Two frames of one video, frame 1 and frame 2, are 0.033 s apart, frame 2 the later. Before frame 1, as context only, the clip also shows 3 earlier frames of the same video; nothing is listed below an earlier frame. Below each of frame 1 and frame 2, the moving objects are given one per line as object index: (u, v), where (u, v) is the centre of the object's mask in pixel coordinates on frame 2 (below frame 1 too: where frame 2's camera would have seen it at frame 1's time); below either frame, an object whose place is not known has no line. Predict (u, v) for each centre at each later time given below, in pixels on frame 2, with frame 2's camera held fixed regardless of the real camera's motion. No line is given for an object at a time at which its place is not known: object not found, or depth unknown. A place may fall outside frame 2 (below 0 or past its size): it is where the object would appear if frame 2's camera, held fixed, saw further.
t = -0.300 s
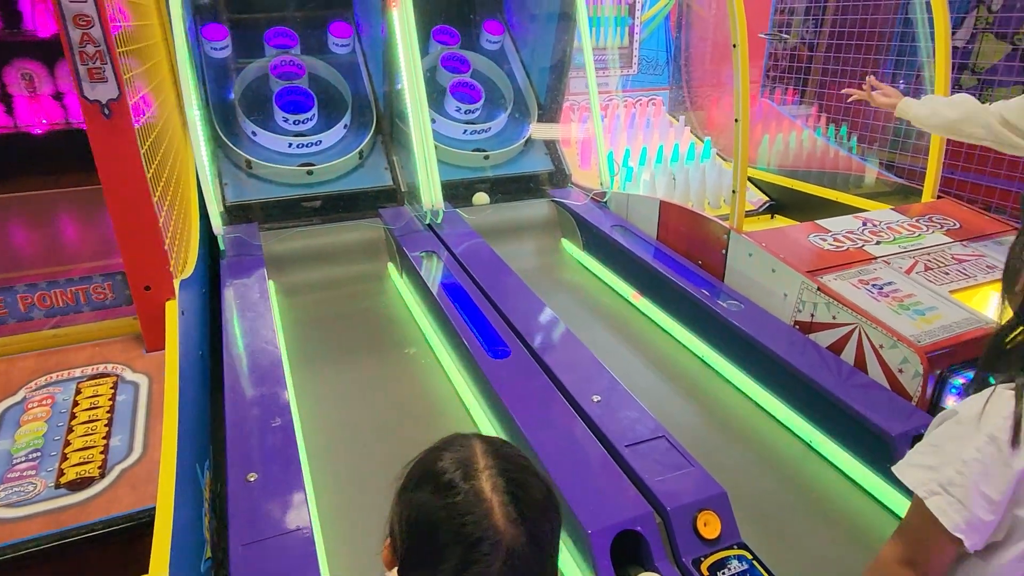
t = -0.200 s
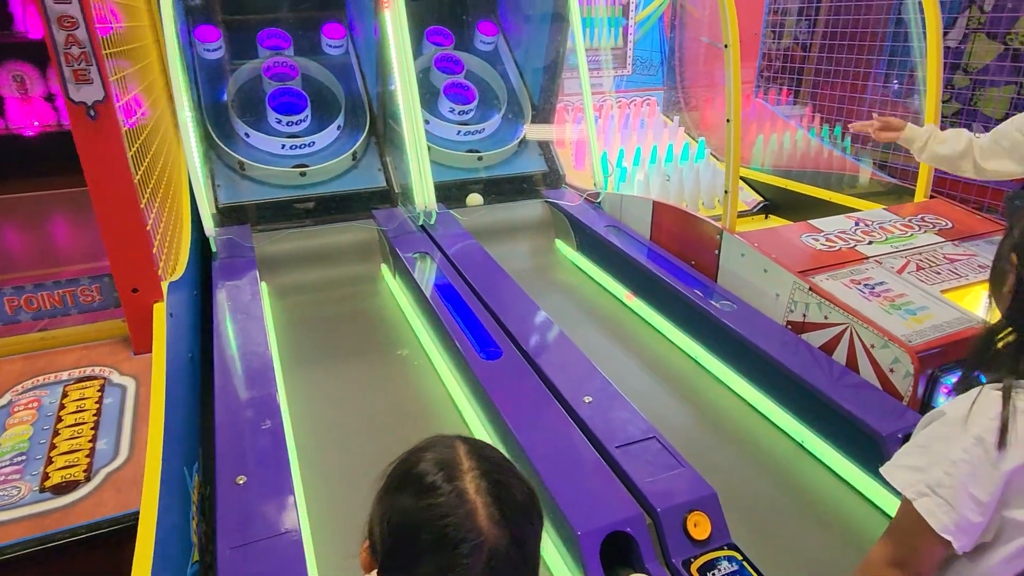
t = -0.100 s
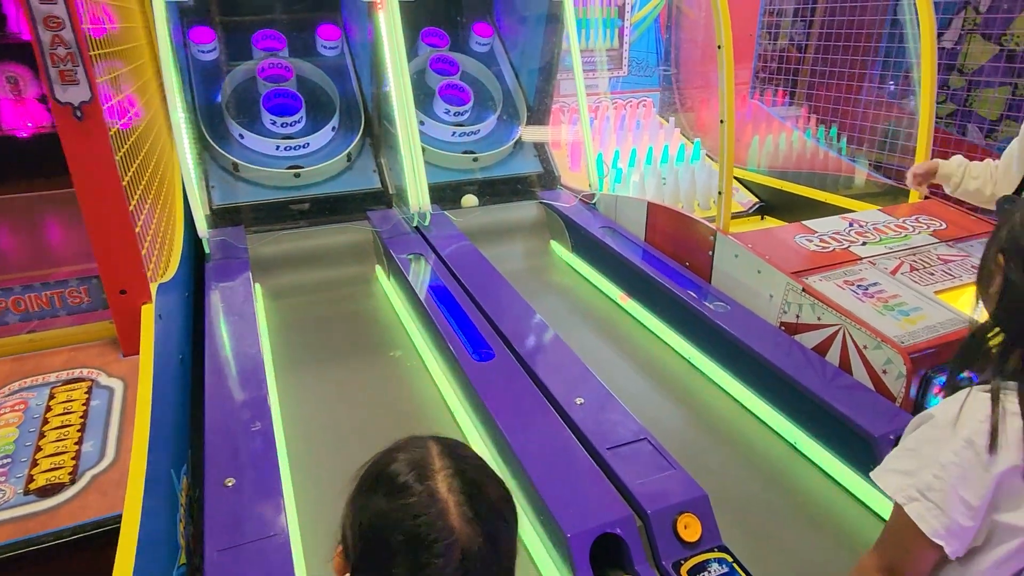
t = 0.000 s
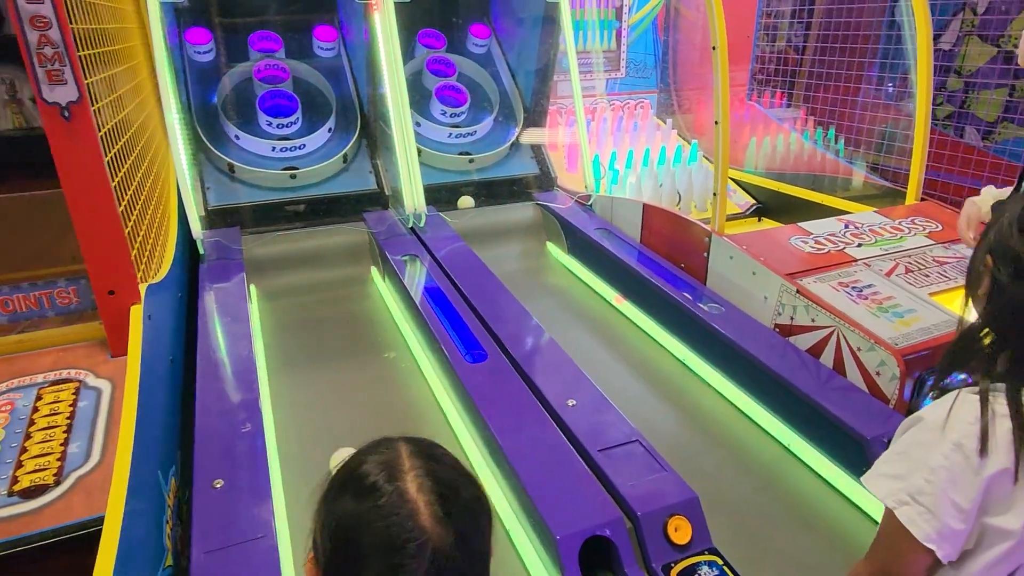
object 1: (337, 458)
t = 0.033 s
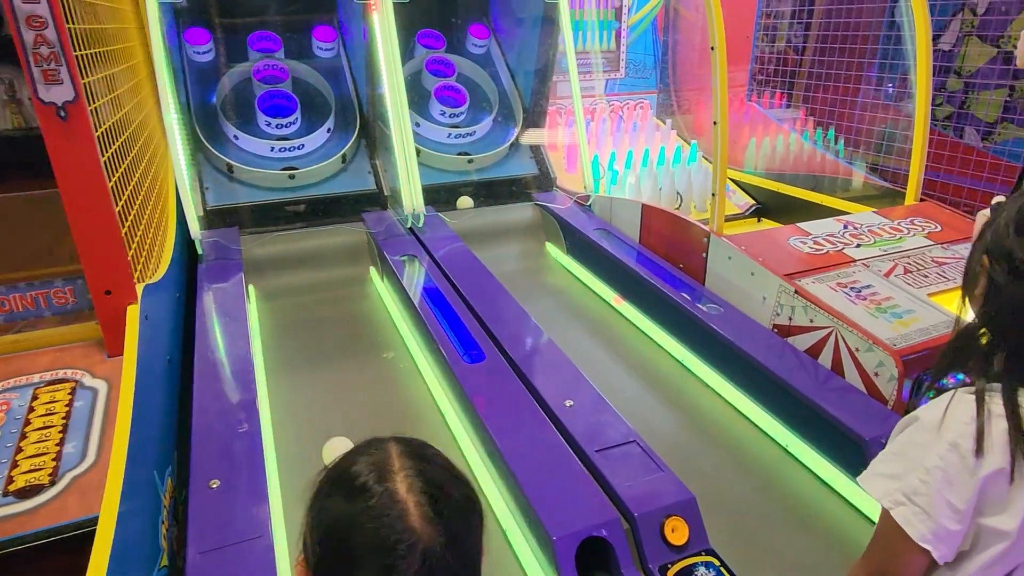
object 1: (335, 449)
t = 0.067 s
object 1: (332, 441)
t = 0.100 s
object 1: (329, 433)
